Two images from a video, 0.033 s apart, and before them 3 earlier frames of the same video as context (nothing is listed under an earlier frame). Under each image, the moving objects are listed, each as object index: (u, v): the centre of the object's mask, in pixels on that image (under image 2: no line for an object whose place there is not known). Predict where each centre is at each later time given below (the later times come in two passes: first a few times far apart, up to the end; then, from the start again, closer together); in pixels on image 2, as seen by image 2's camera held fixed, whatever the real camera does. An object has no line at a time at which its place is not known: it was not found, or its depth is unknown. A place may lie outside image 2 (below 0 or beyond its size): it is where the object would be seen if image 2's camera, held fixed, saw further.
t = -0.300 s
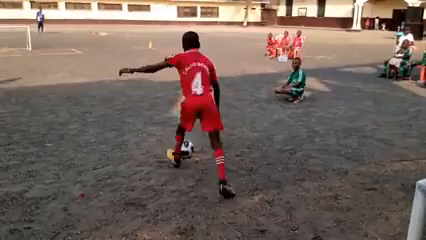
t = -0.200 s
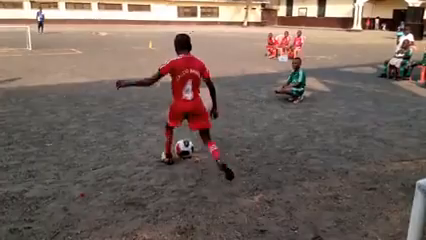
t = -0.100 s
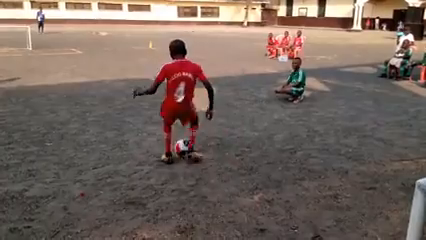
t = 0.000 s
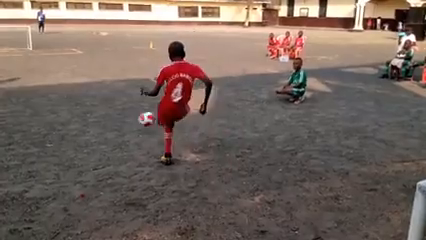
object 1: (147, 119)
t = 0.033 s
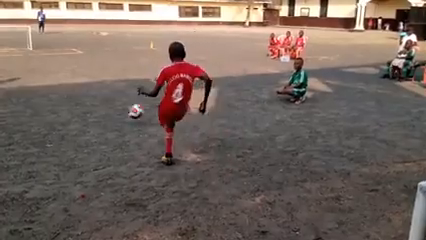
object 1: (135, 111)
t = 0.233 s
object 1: (85, 86)
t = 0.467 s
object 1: (53, 67)
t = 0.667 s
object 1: (33, 62)
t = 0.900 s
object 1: (17, 58)
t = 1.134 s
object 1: (6, 48)
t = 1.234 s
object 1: (2, 47)
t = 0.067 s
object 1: (125, 104)
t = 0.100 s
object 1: (115, 100)
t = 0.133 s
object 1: (106, 96)
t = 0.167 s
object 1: (99, 95)
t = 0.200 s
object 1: (91, 92)
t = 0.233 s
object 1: (85, 86)
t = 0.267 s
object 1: (80, 81)
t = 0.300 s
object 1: (74, 77)
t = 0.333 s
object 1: (70, 74)
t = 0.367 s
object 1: (65, 71)
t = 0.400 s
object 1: (60, 69)
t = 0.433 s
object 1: (56, 68)
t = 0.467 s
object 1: (53, 67)
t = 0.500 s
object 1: (49, 67)
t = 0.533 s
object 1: (45, 68)
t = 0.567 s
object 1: (42, 68)
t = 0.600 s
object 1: (39, 68)
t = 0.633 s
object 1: (36, 65)
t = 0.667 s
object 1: (33, 62)
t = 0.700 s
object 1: (30, 59)
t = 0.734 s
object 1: (27, 56)
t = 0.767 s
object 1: (25, 56)
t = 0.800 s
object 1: (22, 56)
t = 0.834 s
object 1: (21, 56)
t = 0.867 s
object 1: (19, 56)
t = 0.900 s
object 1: (17, 58)
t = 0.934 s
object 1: (16, 59)
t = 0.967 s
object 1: (14, 56)
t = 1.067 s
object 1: (9, 50)
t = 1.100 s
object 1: (8, 48)
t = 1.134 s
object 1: (6, 48)
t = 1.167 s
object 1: (5, 48)
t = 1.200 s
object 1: (4, 47)
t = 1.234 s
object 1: (2, 47)
